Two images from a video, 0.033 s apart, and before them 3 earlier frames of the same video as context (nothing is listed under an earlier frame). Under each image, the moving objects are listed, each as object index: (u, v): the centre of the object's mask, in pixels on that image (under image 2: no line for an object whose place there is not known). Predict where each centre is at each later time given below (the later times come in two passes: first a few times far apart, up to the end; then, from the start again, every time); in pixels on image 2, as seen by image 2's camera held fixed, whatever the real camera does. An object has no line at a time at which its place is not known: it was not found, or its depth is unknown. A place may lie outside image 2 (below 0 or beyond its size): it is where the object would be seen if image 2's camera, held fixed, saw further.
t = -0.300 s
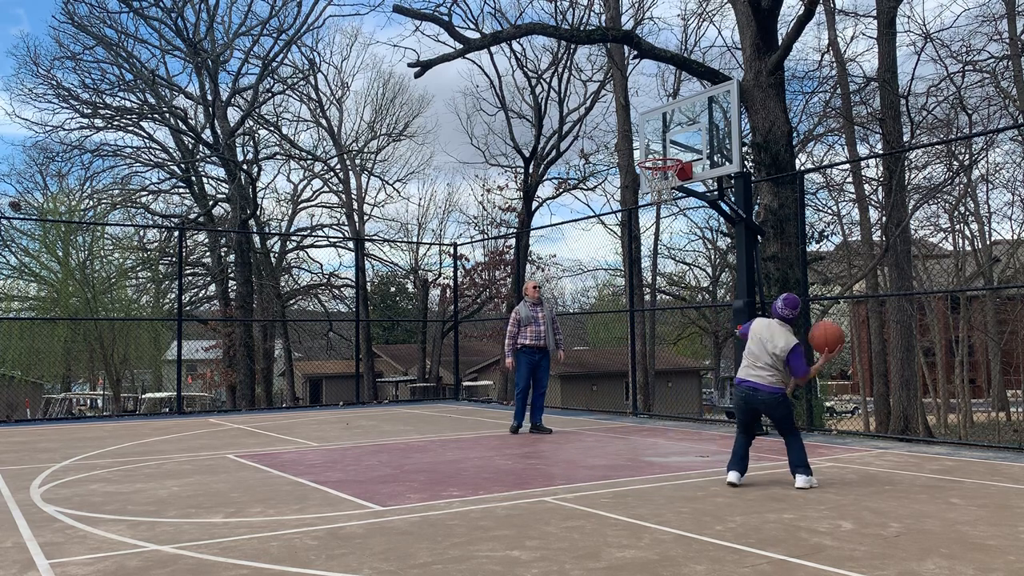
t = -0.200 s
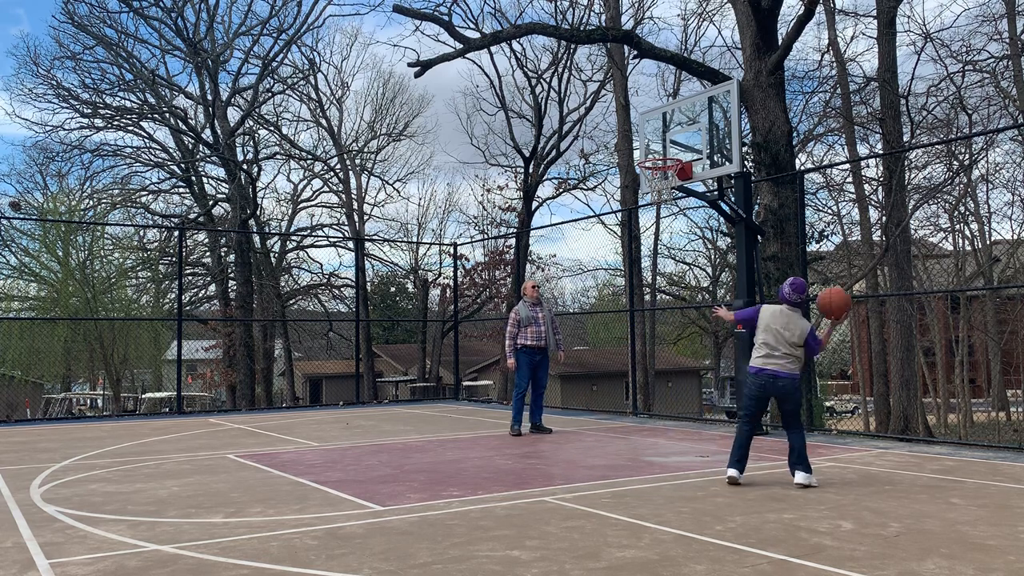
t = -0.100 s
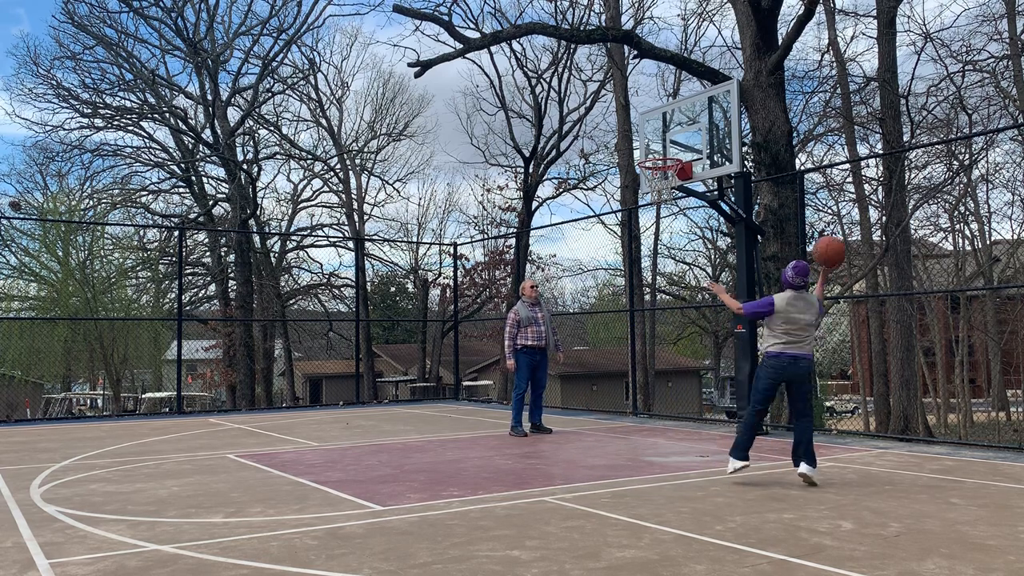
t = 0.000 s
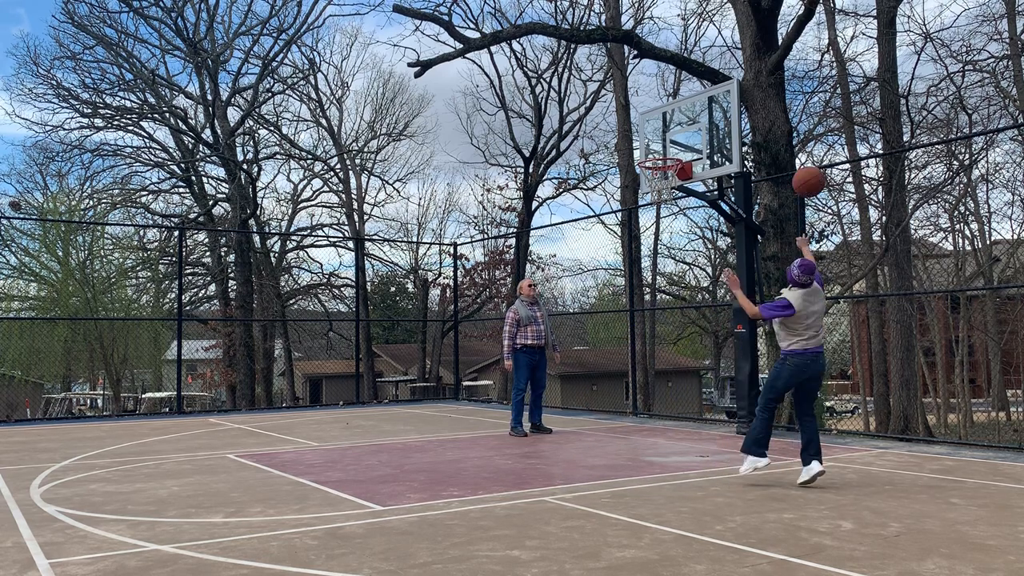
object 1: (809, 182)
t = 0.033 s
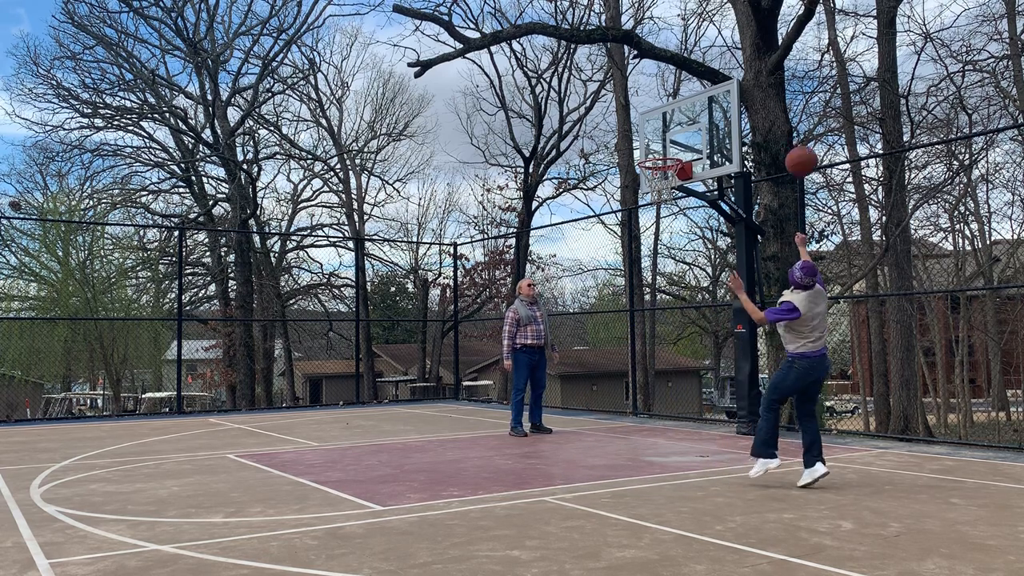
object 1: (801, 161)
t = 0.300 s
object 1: (754, 64)
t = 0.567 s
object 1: (717, 56)
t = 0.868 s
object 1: (686, 128)
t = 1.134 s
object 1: (666, 249)
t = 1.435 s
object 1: (650, 420)
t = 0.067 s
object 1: (794, 143)
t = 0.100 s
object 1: (788, 127)
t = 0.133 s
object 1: (781, 113)
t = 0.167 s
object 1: (776, 100)
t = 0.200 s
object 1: (769, 88)
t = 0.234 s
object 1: (765, 78)
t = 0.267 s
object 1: (759, 70)
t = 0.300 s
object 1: (754, 64)
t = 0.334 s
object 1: (749, 58)
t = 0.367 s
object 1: (744, 54)
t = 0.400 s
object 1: (740, 52)
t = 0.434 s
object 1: (734, 51)
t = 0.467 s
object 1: (730, 50)
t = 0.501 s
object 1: (726, 51)
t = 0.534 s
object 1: (722, 53)
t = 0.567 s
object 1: (717, 56)
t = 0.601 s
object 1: (713, 60)
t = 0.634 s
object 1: (710, 65)
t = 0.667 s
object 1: (705, 71)
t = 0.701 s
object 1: (703, 78)
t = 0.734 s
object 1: (699, 86)
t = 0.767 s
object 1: (696, 95)
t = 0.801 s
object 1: (692, 105)
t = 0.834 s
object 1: (689, 116)
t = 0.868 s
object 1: (686, 128)
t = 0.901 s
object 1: (683, 140)
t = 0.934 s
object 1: (680, 153)
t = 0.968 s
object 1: (676, 167)
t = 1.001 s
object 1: (675, 182)
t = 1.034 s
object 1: (673, 198)
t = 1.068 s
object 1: (670, 214)
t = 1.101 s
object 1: (668, 231)
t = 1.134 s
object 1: (666, 249)
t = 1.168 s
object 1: (663, 266)
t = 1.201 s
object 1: (662, 285)
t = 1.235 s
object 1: (659, 305)
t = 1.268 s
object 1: (658, 325)
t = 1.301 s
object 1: (656, 347)
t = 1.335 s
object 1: (655, 368)
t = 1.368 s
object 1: (654, 390)
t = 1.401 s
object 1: (651, 414)
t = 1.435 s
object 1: (650, 420)
